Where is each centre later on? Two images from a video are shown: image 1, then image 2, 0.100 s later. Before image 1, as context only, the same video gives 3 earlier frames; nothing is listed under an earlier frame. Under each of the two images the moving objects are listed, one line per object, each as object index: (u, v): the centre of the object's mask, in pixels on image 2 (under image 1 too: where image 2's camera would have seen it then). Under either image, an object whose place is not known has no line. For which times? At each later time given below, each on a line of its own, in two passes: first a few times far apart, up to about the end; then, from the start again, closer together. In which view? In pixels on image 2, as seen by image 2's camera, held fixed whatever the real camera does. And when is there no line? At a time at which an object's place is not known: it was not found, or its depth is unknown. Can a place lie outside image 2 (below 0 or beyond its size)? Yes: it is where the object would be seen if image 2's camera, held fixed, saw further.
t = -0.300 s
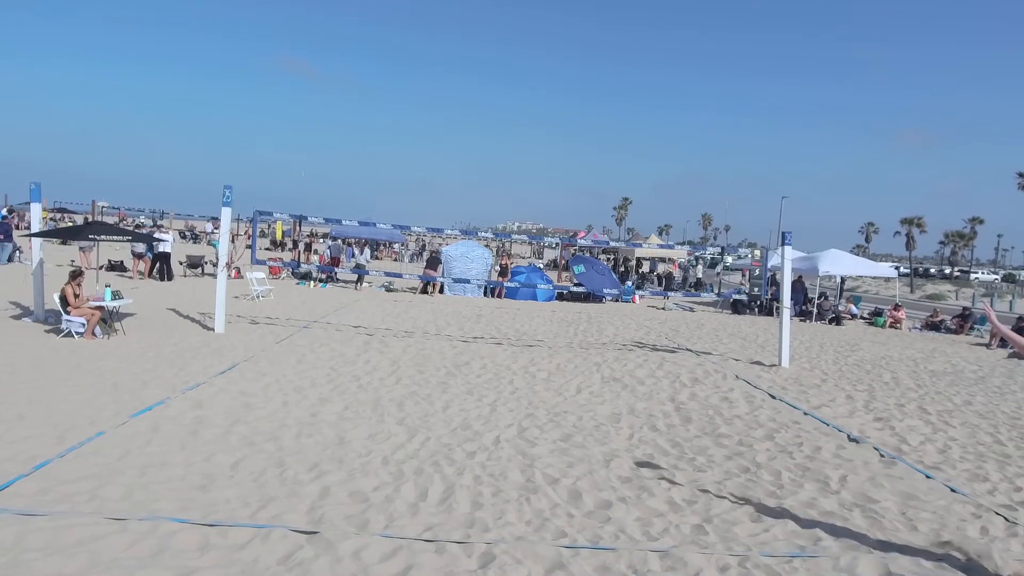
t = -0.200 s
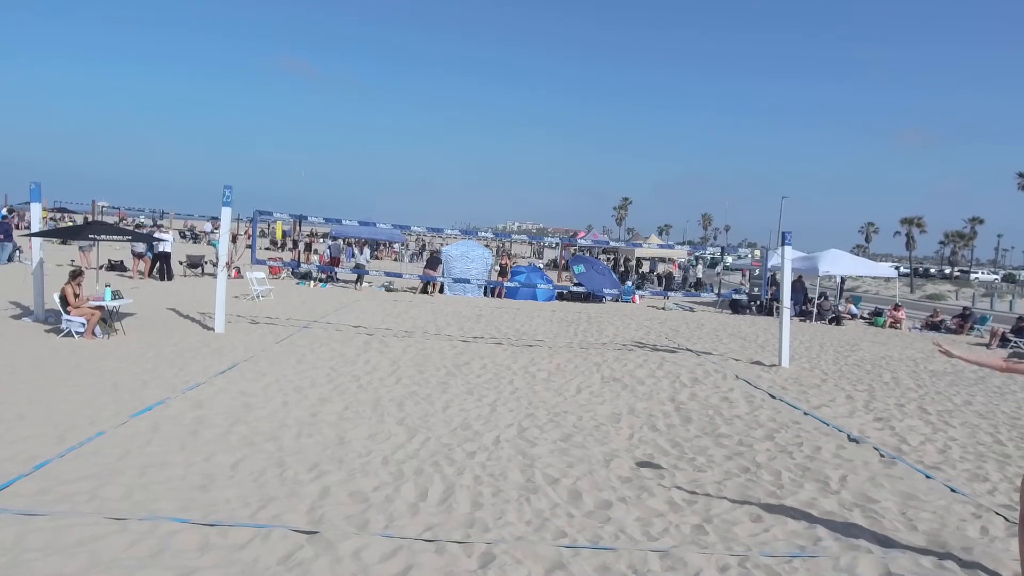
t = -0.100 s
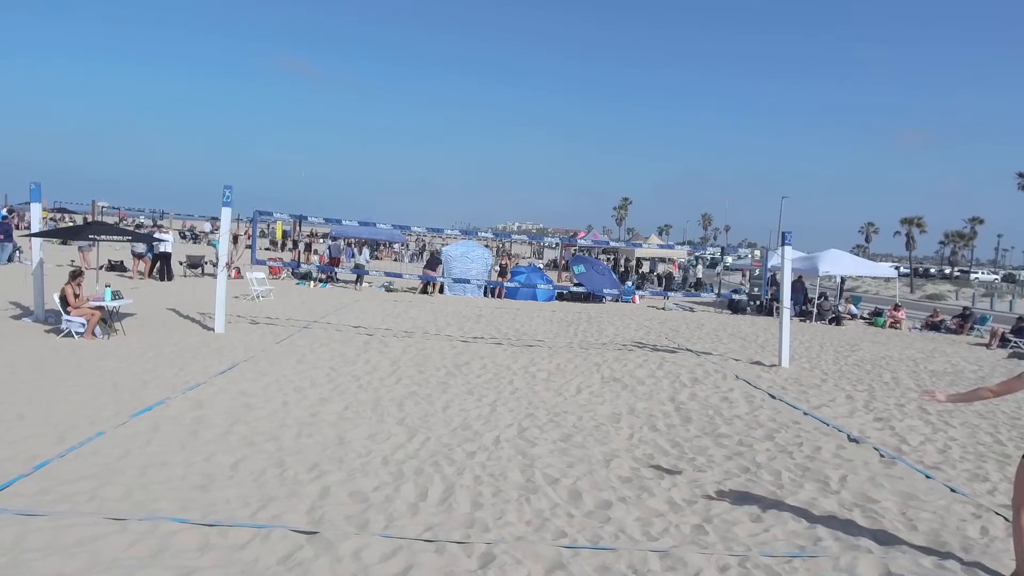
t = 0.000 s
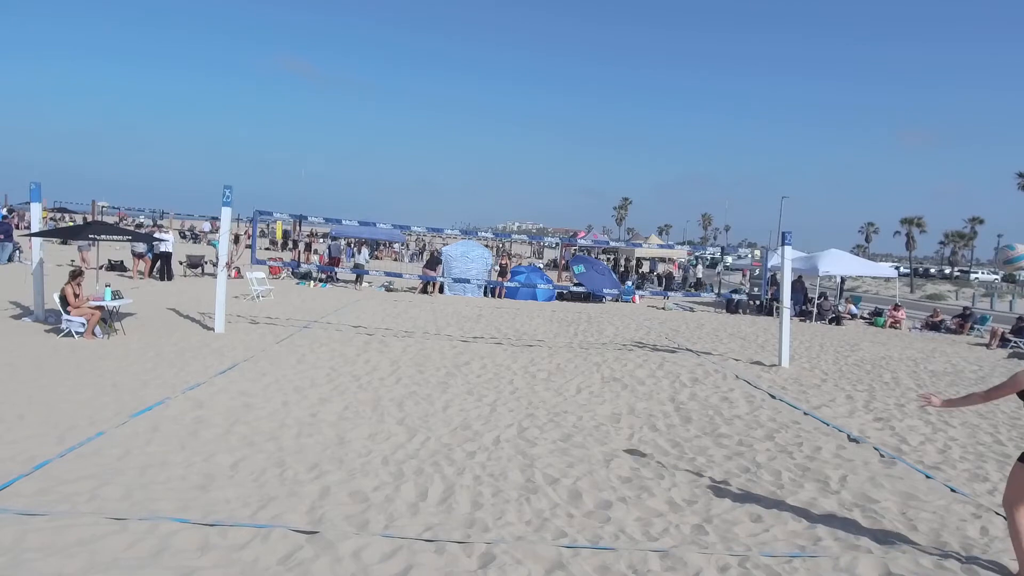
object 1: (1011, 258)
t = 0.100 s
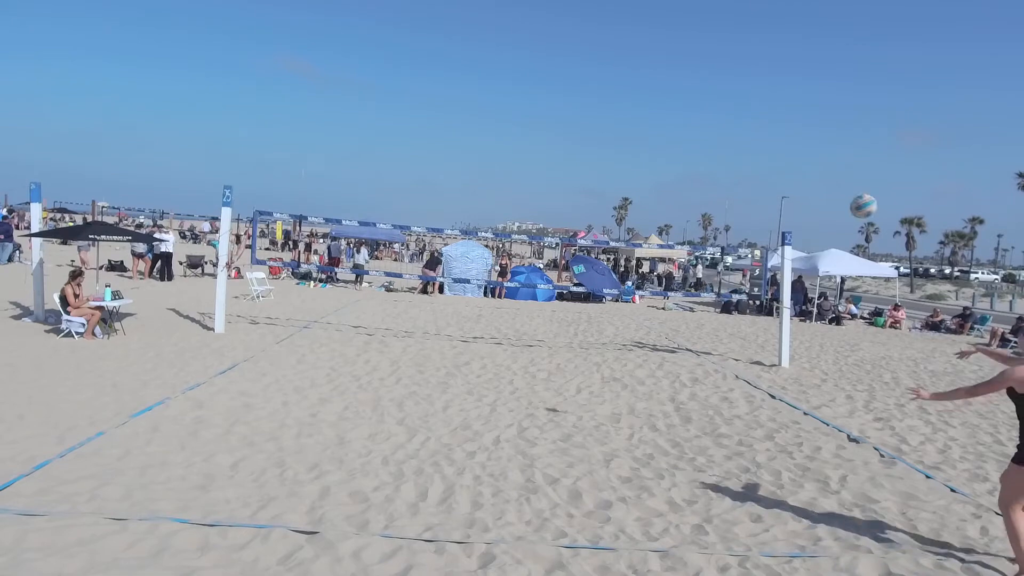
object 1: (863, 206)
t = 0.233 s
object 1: (741, 178)
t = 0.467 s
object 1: (630, 175)
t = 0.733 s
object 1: (571, 204)
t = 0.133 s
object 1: (826, 195)
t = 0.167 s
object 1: (794, 187)
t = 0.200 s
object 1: (766, 182)
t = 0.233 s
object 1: (741, 178)
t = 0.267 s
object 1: (718, 176)
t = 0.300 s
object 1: (699, 174)
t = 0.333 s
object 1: (682, 173)
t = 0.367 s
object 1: (667, 172)
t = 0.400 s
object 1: (654, 172)
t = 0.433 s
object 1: (641, 173)
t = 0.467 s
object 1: (630, 175)
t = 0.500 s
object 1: (621, 177)
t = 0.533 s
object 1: (612, 180)
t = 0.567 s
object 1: (604, 183)
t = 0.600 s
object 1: (597, 186)
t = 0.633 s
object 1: (590, 190)
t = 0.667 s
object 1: (583, 194)
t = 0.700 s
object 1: (577, 199)
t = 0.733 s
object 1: (571, 204)
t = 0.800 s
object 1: (560, 214)
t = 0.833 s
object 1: (555, 219)
